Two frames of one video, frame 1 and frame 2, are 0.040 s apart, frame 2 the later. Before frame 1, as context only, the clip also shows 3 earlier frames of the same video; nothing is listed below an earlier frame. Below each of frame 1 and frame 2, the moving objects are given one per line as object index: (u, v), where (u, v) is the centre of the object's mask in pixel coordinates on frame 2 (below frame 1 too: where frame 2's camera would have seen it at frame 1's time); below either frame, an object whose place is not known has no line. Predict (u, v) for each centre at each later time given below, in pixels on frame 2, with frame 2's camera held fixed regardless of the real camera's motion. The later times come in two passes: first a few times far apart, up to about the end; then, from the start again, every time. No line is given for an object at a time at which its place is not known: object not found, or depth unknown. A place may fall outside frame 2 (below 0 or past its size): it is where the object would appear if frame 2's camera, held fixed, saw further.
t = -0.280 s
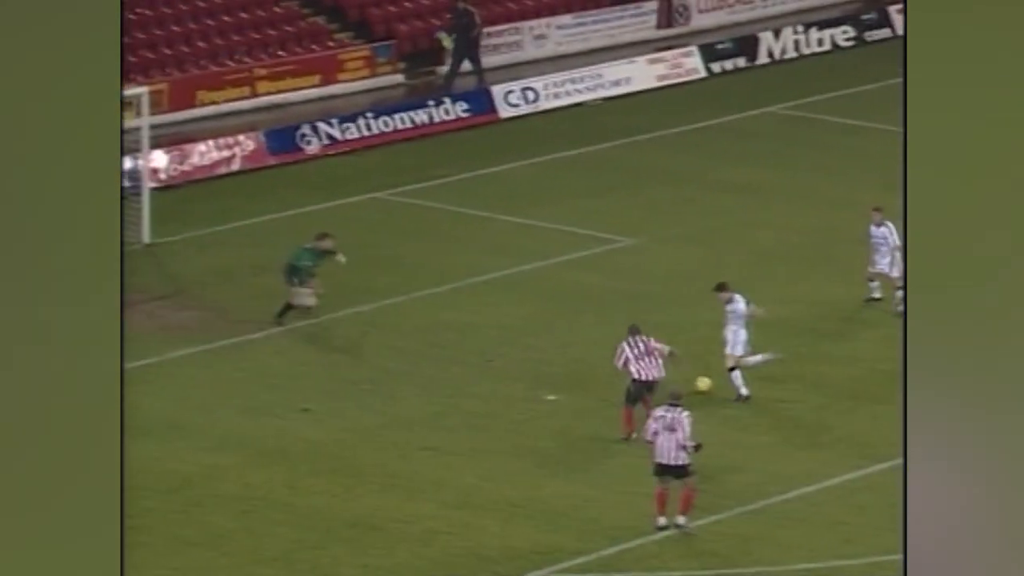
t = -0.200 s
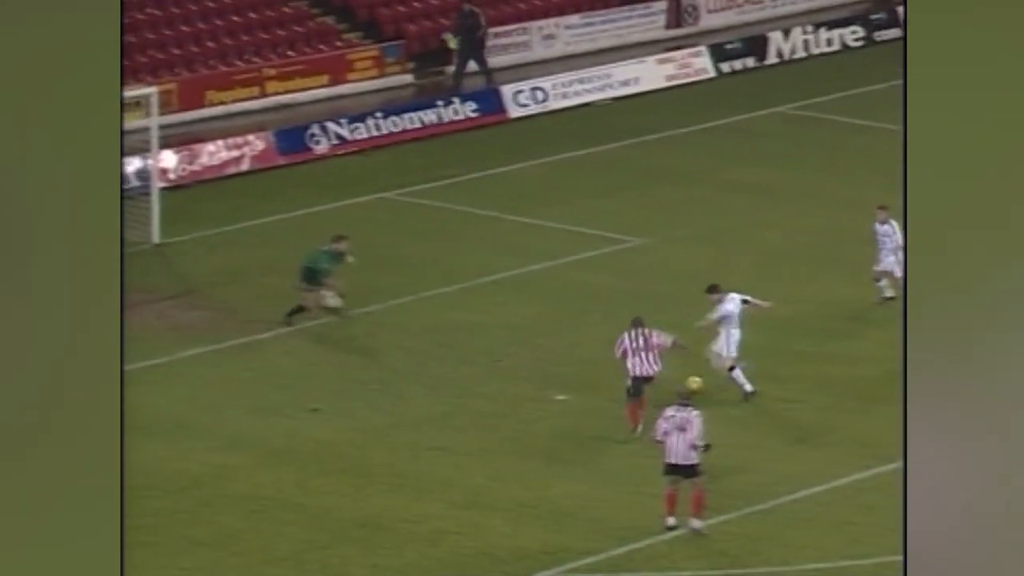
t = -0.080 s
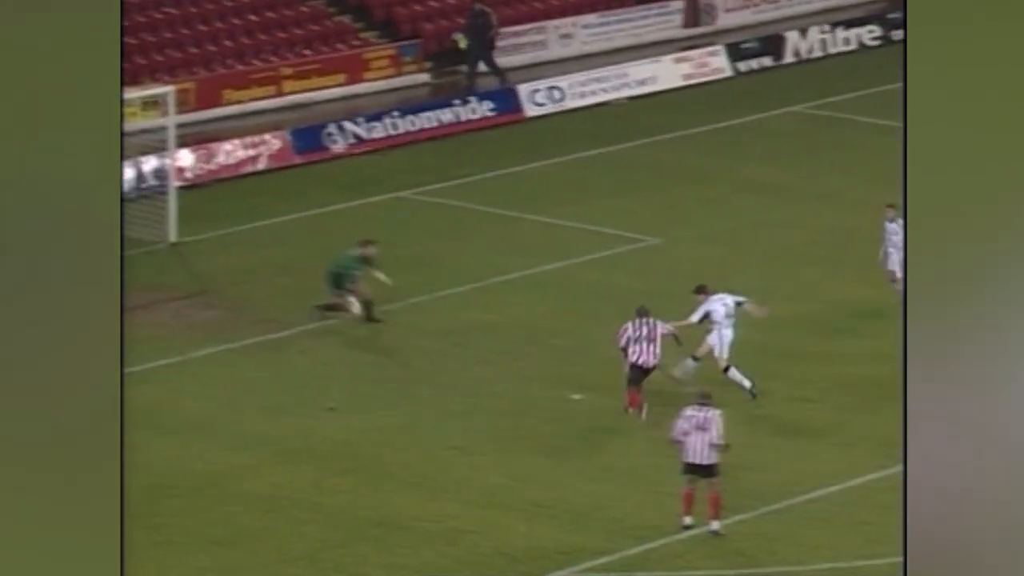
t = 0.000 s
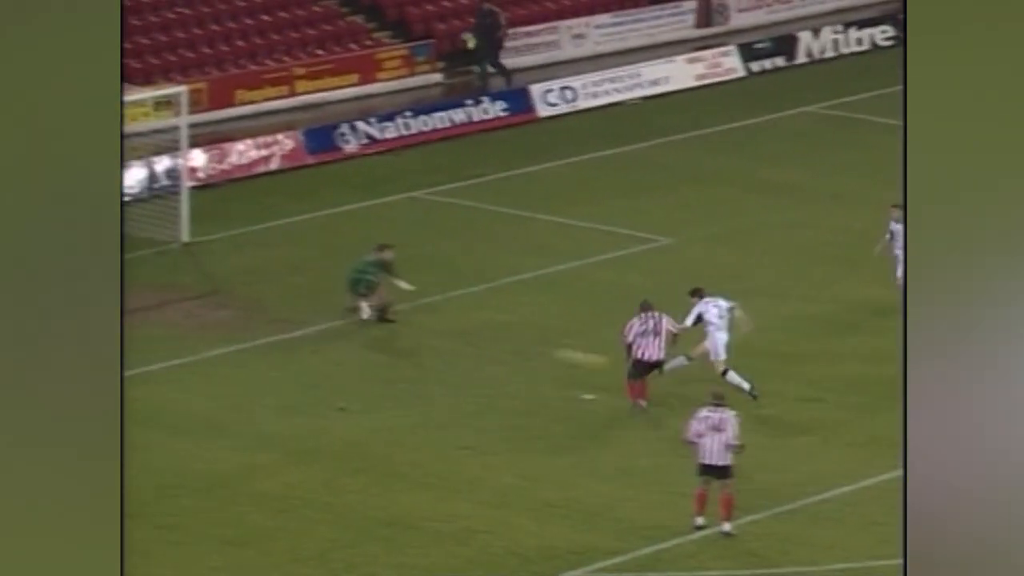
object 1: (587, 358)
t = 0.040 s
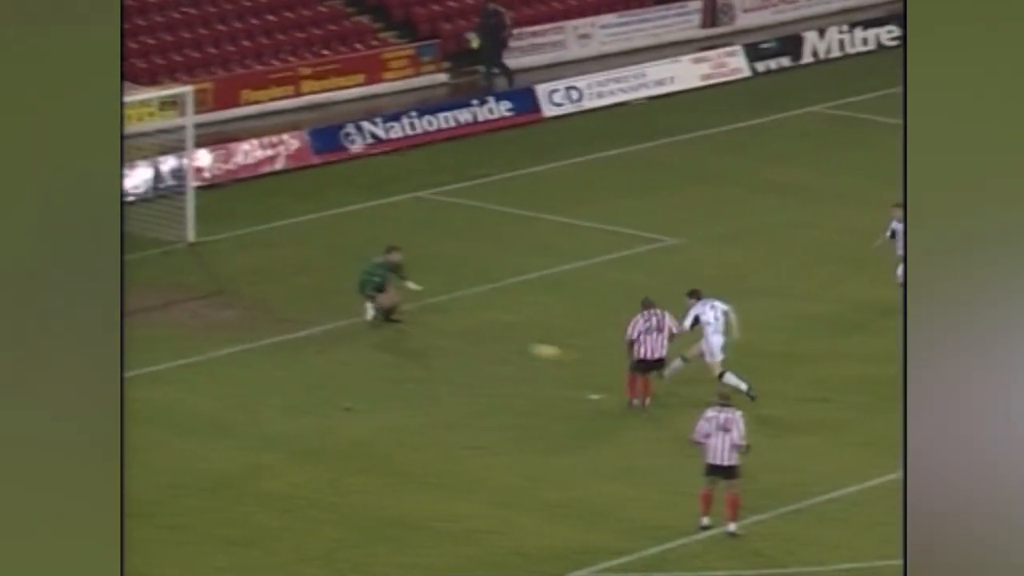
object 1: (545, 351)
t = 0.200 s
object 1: (403, 333)
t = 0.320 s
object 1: (296, 326)
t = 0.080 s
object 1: (512, 345)
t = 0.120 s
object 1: (474, 340)
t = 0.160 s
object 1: (439, 336)
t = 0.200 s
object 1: (403, 333)
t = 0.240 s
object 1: (362, 327)
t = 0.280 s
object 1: (331, 328)
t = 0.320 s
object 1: (296, 326)
